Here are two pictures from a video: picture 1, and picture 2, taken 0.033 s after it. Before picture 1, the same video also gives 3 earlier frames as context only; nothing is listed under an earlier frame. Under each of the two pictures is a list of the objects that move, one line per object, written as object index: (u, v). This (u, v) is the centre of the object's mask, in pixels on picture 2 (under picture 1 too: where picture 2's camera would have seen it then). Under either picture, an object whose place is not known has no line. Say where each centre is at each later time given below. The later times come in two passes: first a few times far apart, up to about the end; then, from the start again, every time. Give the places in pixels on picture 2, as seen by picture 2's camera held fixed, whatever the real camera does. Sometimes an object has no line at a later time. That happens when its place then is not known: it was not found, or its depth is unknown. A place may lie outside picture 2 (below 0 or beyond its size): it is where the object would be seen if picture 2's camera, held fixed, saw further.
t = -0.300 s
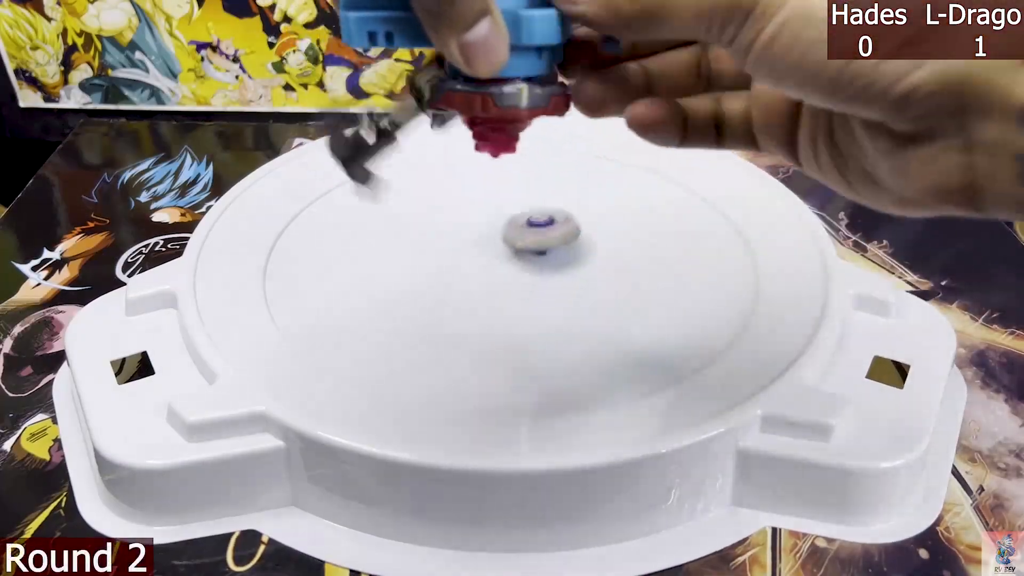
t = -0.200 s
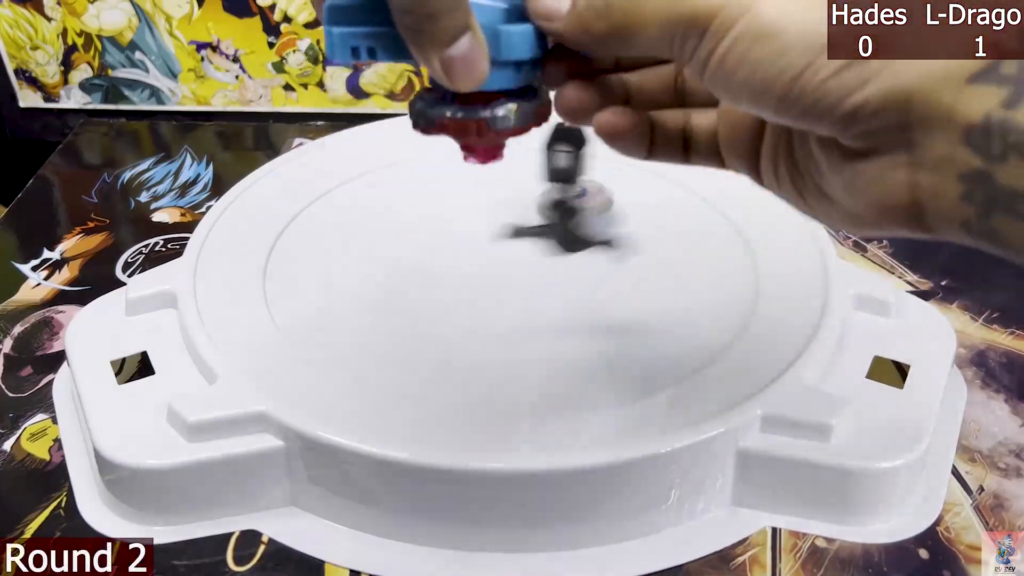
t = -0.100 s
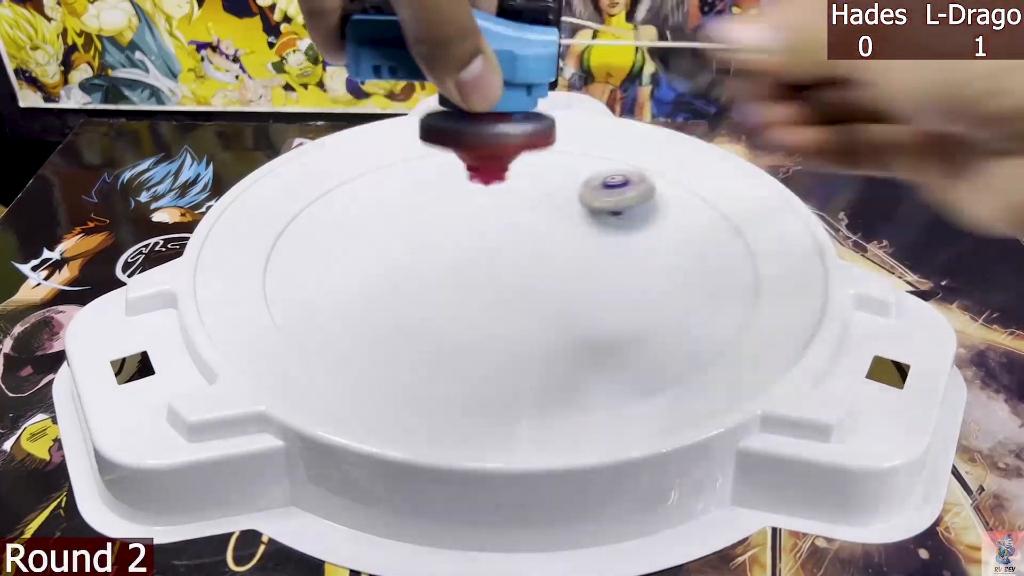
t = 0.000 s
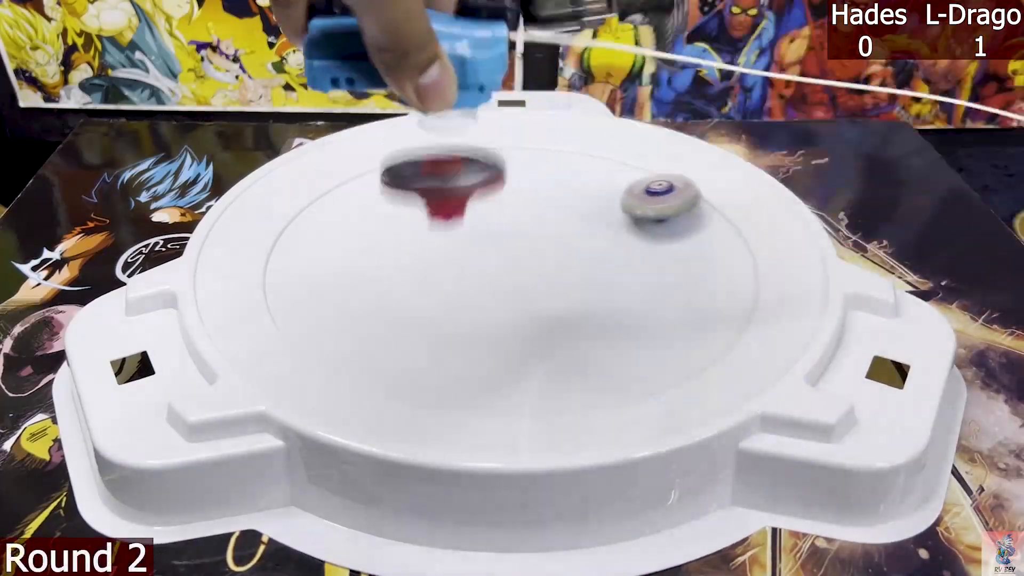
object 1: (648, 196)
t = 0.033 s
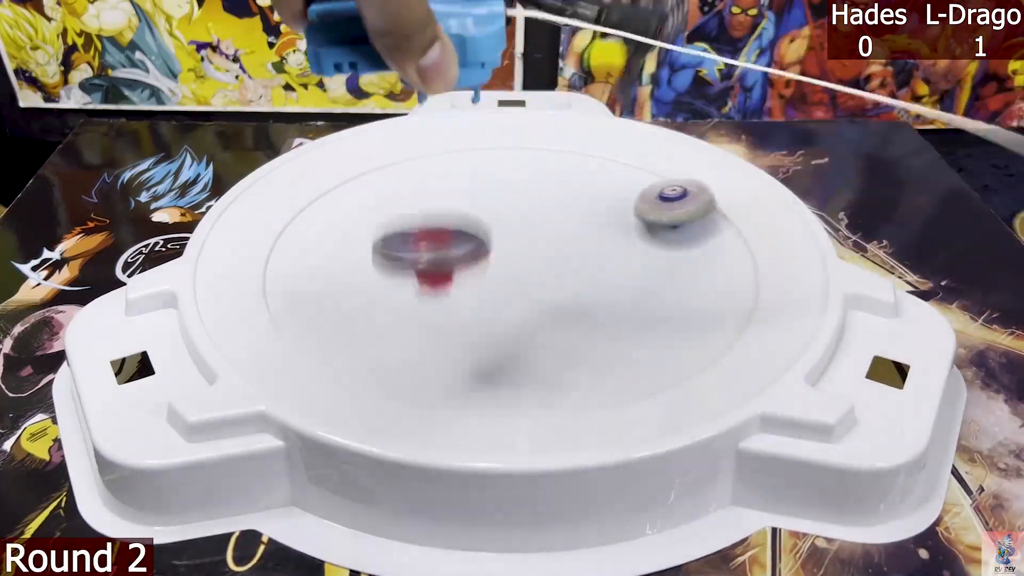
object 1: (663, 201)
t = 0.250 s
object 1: (718, 269)
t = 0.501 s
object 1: (530, 310)
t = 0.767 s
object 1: (498, 270)
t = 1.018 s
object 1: (544, 269)
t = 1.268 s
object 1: (583, 186)
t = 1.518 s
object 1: (684, 198)
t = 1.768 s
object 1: (578, 292)
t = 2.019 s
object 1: (478, 283)
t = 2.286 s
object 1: (696, 280)
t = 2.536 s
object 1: (586, 300)
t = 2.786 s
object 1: (416, 245)
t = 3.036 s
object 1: (478, 165)
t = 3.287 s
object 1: (594, 216)
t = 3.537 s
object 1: (510, 310)
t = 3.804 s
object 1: (336, 268)
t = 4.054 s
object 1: (387, 192)
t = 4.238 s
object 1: (515, 205)
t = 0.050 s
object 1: (670, 205)
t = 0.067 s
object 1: (677, 209)
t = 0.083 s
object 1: (683, 213)
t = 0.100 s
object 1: (689, 216)
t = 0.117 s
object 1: (695, 221)
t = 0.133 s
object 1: (700, 226)
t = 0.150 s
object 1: (706, 230)
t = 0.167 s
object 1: (713, 236)
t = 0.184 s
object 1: (715, 241)
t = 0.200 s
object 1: (718, 247)
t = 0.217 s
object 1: (720, 254)
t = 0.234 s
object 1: (720, 261)
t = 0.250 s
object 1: (718, 269)
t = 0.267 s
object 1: (715, 277)
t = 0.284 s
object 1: (720, 287)
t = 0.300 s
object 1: (712, 295)
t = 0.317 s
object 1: (703, 304)
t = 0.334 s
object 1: (689, 308)
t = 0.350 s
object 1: (675, 314)
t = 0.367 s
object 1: (659, 318)
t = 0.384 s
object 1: (642, 321)
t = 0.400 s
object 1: (626, 323)
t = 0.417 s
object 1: (609, 324)
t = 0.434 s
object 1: (592, 324)
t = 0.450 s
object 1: (576, 322)
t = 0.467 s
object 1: (560, 319)
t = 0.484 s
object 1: (545, 315)
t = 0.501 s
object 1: (530, 310)
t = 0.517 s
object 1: (517, 305)
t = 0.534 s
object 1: (505, 297)
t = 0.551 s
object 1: (495, 290)
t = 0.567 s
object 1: (486, 282)
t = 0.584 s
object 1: (479, 275)
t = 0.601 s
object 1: (473, 265)
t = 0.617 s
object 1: (469, 257)
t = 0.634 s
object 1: (467, 248)
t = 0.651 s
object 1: (467, 240)
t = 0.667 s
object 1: (469, 244)
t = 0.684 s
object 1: (473, 252)
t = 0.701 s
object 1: (477, 253)
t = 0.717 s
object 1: (481, 258)
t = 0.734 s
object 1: (486, 265)
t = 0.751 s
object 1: (492, 265)
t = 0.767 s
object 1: (498, 270)
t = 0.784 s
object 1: (503, 278)
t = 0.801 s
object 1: (509, 276)
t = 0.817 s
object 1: (515, 277)
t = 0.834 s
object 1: (521, 284)
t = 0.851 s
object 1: (526, 287)
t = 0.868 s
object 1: (531, 288)
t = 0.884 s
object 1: (535, 289)
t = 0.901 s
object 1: (538, 289)
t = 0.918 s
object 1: (541, 288)
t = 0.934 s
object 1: (543, 286)
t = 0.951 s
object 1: (544, 285)
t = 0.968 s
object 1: (545, 281)
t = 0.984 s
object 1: (545, 277)
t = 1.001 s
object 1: (545, 274)
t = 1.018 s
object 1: (544, 269)
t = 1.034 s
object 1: (543, 263)
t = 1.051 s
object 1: (542, 257)
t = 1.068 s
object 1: (542, 251)
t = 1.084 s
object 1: (542, 244)
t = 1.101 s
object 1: (543, 237)
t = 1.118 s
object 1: (544, 231)
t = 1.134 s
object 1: (546, 224)
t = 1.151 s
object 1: (549, 218)
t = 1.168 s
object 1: (552, 212)
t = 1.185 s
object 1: (556, 207)
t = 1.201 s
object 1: (560, 202)
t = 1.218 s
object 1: (565, 198)
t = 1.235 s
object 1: (570, 192)
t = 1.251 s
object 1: (576, 189)
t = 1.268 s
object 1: (583, 186)
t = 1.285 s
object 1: (589, 183)
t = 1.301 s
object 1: (595, 180)
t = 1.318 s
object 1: (602, 178)
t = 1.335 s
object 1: (609, 176)
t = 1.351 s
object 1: (617, 175)
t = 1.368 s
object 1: (624, 174)
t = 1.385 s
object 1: (633, 175)
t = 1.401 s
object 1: (640, 174)
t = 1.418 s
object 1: (647, 175)
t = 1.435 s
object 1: (655, 178)
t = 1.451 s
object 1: (662, 180)
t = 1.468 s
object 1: (668, 182)
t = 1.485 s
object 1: (675, 186)
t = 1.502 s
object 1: (680, 192)
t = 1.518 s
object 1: (684, 198)
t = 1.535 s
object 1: (687, 204)
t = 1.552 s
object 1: (688, 212)
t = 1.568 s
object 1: (687, 220)
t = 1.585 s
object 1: (684, 228)
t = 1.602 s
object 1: (679, 237)
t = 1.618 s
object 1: (673, 246)
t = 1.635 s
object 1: (663, 253)
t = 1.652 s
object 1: (653, 260)
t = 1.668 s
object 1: (641, 267)
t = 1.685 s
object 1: (628, 273)
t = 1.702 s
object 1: (614, 279)
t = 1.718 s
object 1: (599, 283)
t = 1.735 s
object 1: (583, 287)
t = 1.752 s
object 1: (573, 289)
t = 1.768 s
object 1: (578, 292)
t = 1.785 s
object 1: (582, 294)
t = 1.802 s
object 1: (584, 295)
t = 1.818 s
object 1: (585, 298)
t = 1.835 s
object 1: (583, 298)
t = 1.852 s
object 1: (579, 299)
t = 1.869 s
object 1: (575, 300)
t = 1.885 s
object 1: (568, 300)
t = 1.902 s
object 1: (560, 300)
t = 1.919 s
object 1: (550, 300)
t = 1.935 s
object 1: (539, 299)
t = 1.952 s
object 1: (527, 297)
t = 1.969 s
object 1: (514, 295)
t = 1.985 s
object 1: (501, 291)
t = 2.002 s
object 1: (488, 287)
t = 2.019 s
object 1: (478, 283)
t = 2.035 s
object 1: (468, 277)
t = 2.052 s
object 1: (460, 272)
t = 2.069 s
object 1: (479, 279)
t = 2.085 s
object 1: (501, 284)
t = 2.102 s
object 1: (521, 287)
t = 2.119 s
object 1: (543, 290)
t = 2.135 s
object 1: (563, 287)
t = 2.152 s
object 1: (583, 290)
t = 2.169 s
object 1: (604, 298)
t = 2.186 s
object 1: (622, 291)
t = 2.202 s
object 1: (637, 286)
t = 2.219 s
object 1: (653, 286)
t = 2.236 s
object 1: (670, 293)
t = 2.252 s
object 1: (680, 289)
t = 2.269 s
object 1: (688, 282)
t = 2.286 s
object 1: (696, 280)
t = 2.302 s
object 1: (703, 282)
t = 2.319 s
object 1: (708, 286)
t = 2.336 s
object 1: (710, 285)
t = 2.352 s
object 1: (709, 285)
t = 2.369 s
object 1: (706, 285)
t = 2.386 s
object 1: (701, 285)
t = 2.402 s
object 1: (693, 286)
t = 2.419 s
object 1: (684, 288)
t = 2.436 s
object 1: (674, 290)
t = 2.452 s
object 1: (661, 290)
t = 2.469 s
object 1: (648, 291)
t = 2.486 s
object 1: (634, 293)
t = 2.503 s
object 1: (618, 296)
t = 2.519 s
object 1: (602, 298)
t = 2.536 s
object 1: (586, 300)
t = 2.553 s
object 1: (570, 301)
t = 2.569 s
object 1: (553, 301)
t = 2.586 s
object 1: (539, 301)
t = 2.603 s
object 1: (523, 300)
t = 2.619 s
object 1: (508, 297)
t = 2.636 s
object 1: (494, 294)
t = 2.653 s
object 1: (481, 290)
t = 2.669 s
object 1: (469, 286)
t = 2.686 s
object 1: (459, 282)
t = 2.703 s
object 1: (450, 277)
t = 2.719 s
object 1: (441, 271)
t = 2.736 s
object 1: (433, 265)
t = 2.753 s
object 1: (426, 259)
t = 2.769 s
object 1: (420, 252)
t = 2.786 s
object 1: (416, 245)
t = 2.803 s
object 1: (412, 238)
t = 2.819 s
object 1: (410, 230)
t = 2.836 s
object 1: (409, 223)
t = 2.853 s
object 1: (410, 216)
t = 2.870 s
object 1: (412, 209)
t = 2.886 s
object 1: (415, 203)
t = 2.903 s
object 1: (419, 196)
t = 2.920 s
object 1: (424, 190)
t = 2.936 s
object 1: (431, 185)
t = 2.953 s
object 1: (438, 181)
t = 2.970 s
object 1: (446, 177)
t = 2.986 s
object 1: (454, 173)
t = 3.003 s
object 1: (462, 170)
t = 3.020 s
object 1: (470, 167)
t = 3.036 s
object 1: (478, 165)
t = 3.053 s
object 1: (488, 164)
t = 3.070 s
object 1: (497, 163)
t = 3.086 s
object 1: (506, 163)
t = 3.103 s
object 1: (516, 164)
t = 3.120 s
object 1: (525, 166)
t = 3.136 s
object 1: (535, 168)
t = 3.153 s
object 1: (544, 171)
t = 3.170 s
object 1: (552, 174)
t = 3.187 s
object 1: (561, 178)
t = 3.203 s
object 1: (568, 183)
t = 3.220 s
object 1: (575, 188)
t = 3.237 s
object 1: (580, 194)
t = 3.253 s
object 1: (586, 201)
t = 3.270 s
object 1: (591, 209)
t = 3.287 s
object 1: (594, 216)
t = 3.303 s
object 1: (597, 224)
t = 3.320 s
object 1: (597, 231)
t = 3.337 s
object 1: (598, 239)
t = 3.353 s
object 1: (596, 247)
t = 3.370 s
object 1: (594, 256)
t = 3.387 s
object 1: (590, 263)
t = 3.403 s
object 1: (585, 270)
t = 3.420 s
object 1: (579, 278)
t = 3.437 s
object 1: (571, 283)
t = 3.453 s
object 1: (564, 291)
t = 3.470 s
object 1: (555, 295)
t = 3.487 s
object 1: (545, 301)
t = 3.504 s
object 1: (535, 306)
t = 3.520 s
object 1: (522, 308)
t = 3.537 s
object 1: (510, 310)
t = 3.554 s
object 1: (498, 313)
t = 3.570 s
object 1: (484, 314)
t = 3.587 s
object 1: (472, 314)
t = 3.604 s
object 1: (459, 314)
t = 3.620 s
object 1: (445, 313)
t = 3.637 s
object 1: (433, 312)
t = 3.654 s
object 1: (421, 310)
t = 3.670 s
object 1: (408, 307)
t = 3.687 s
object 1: (396, 303)
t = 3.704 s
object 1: (385, 300)
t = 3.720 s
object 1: (374, 295)
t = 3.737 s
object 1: (365, 291)
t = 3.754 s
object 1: (357, 286)
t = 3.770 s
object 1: (349, 280)
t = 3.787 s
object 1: (342, 274)
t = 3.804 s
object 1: (336, 268)
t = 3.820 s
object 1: (331, 261)
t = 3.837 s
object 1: (328, 255)
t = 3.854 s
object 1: (326, 249)
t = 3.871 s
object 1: (325, 243)
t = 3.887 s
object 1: (325, 237)
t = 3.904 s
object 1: (326, 230)
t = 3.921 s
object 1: (329, 224)
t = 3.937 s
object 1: (332, 219)
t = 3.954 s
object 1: (338, 214)
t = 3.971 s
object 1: (343, 209)
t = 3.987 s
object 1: (350, 205)
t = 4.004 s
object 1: (358, 201)
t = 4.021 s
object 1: (367, 198)
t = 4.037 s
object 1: (377, 194)
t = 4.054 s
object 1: (387, 192)
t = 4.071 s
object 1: (398, 190)
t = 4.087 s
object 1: (409, 190)
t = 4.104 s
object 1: (421, 189)
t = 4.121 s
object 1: (432, 189)
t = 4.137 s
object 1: (444, 190)
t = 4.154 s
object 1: (456, 191)
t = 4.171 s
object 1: (468, 193)
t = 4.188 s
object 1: (480, 195)
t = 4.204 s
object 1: (492, 198)
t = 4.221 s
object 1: (503, 202)
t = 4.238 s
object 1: (515, 205)
